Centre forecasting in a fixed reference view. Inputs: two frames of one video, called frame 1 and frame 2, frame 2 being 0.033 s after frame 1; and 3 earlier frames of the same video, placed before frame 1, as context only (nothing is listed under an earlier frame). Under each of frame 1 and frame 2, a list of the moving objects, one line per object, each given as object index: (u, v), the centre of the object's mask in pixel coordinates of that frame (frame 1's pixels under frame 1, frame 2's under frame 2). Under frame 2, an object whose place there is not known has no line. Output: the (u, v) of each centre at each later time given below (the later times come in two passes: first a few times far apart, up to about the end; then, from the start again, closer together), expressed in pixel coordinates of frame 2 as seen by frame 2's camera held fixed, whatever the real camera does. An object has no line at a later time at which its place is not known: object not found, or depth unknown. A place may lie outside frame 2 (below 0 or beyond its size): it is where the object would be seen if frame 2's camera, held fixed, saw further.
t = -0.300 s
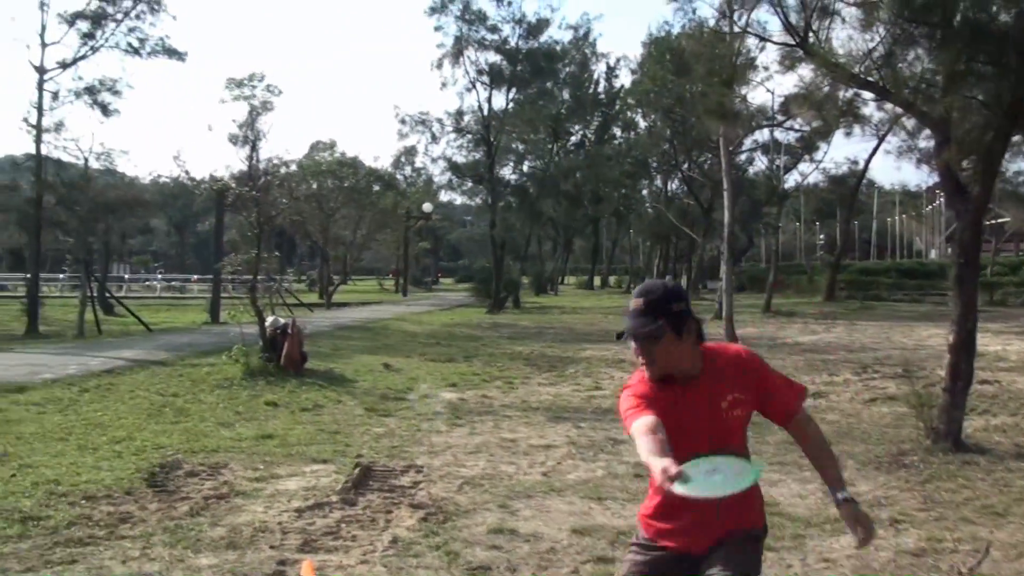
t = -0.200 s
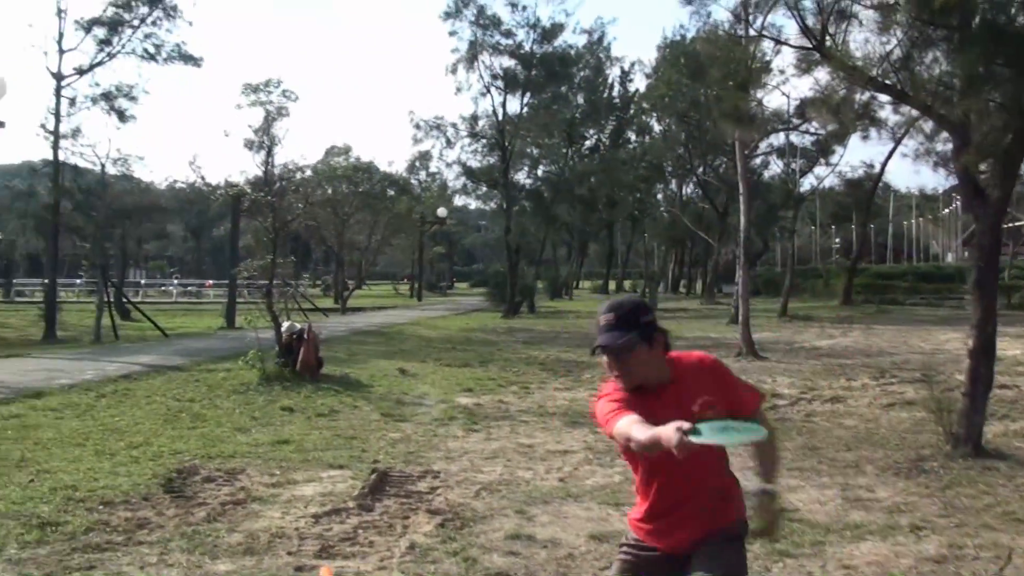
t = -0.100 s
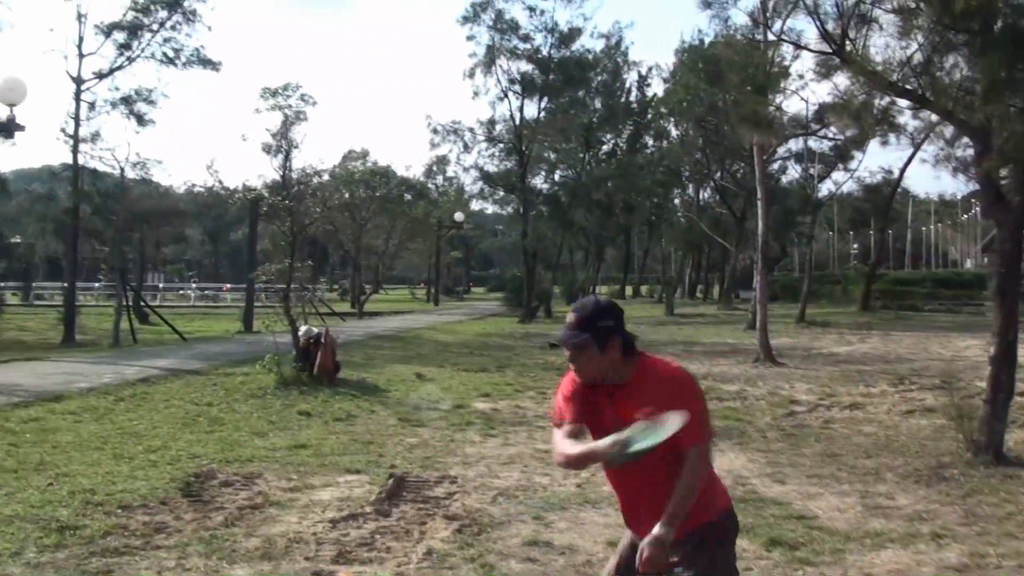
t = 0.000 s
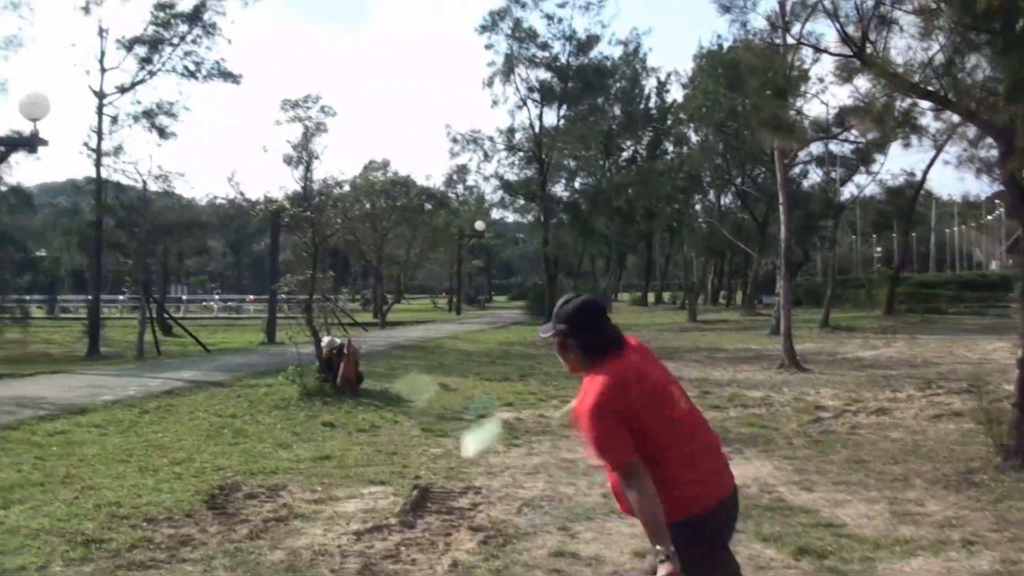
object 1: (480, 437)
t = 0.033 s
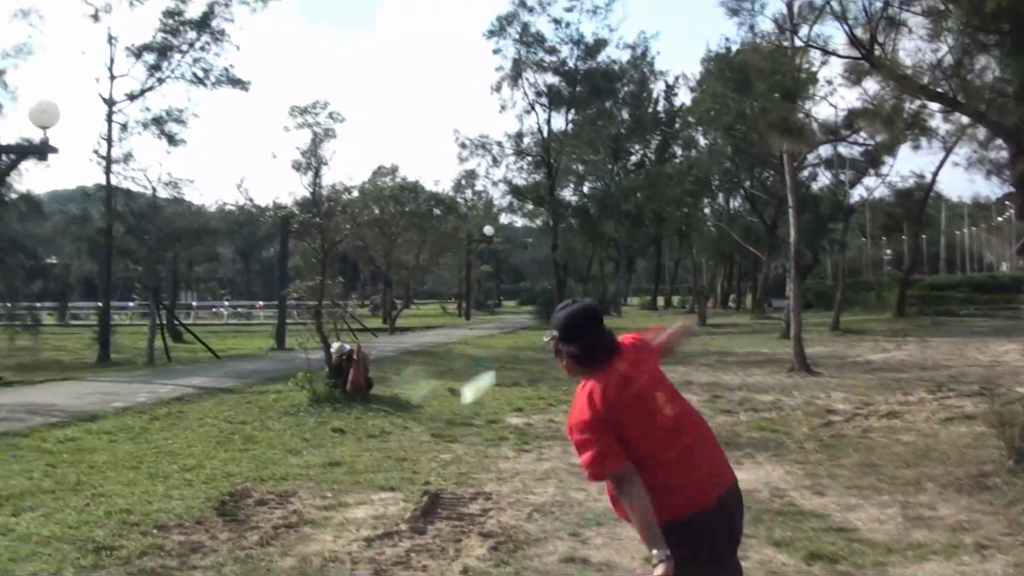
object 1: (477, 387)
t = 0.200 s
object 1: (434, 250)
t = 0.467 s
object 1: (392, 183)
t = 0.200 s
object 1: (434, 250)
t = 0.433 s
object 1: (401, 183)
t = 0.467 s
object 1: (392, 183)
